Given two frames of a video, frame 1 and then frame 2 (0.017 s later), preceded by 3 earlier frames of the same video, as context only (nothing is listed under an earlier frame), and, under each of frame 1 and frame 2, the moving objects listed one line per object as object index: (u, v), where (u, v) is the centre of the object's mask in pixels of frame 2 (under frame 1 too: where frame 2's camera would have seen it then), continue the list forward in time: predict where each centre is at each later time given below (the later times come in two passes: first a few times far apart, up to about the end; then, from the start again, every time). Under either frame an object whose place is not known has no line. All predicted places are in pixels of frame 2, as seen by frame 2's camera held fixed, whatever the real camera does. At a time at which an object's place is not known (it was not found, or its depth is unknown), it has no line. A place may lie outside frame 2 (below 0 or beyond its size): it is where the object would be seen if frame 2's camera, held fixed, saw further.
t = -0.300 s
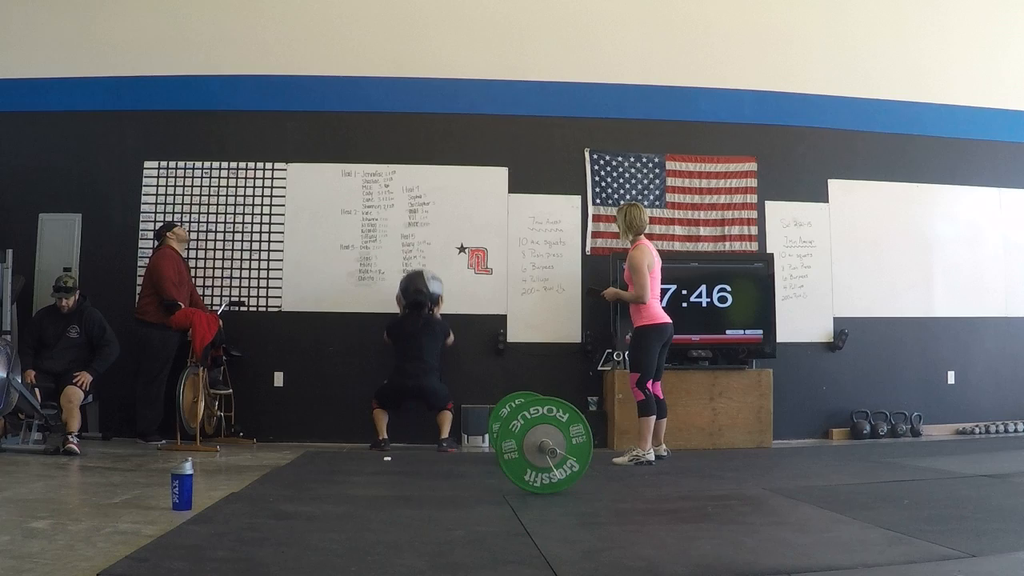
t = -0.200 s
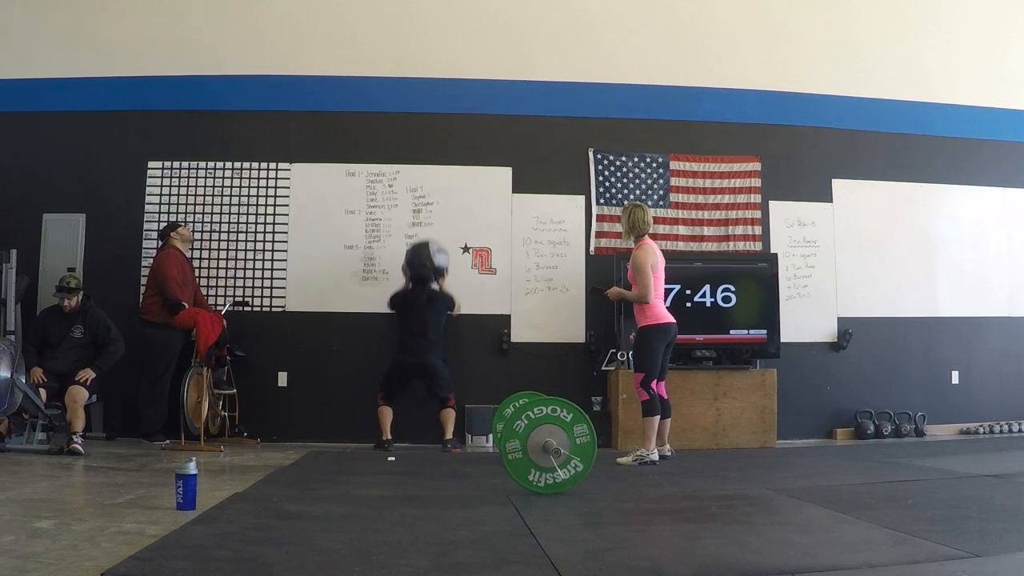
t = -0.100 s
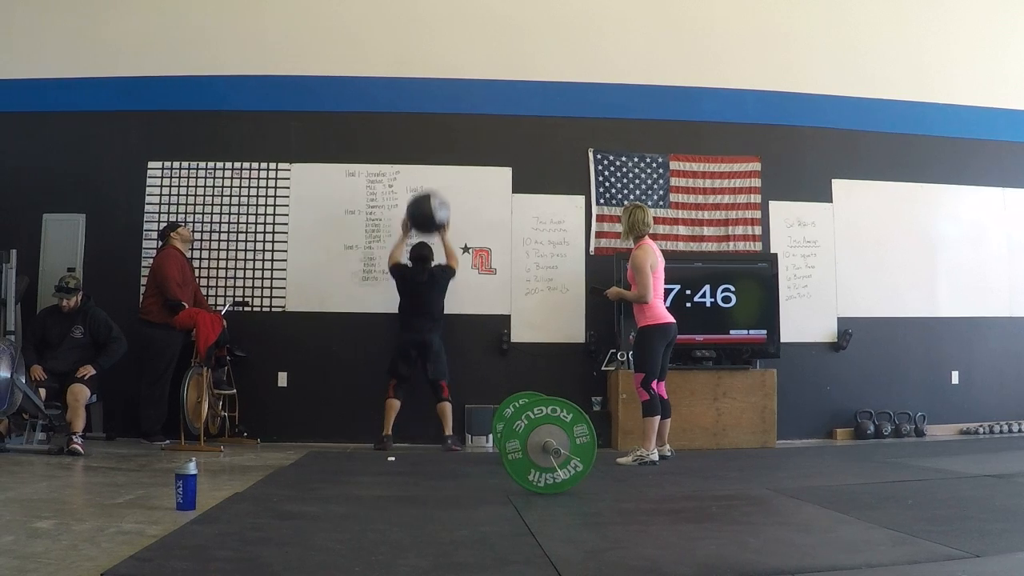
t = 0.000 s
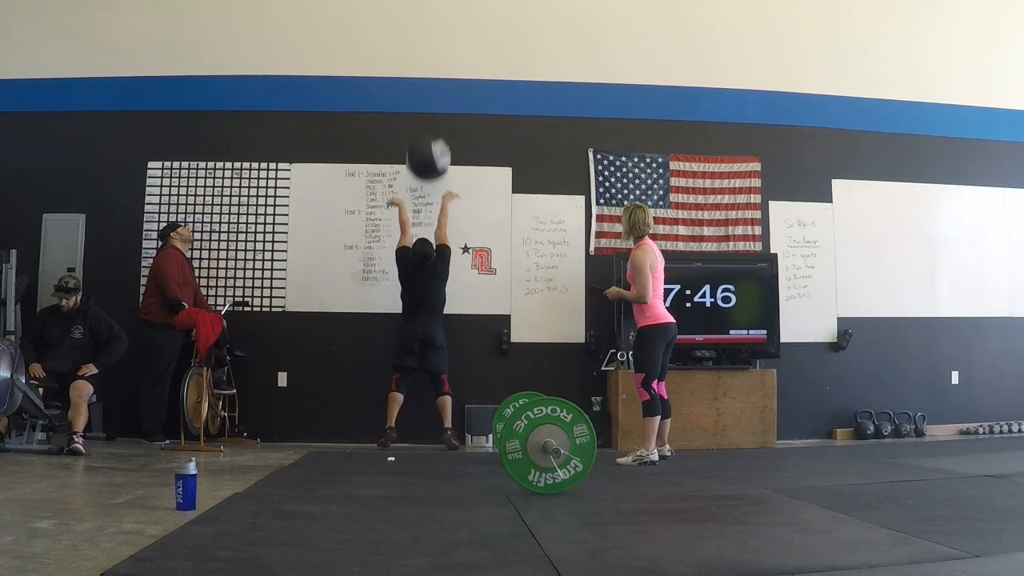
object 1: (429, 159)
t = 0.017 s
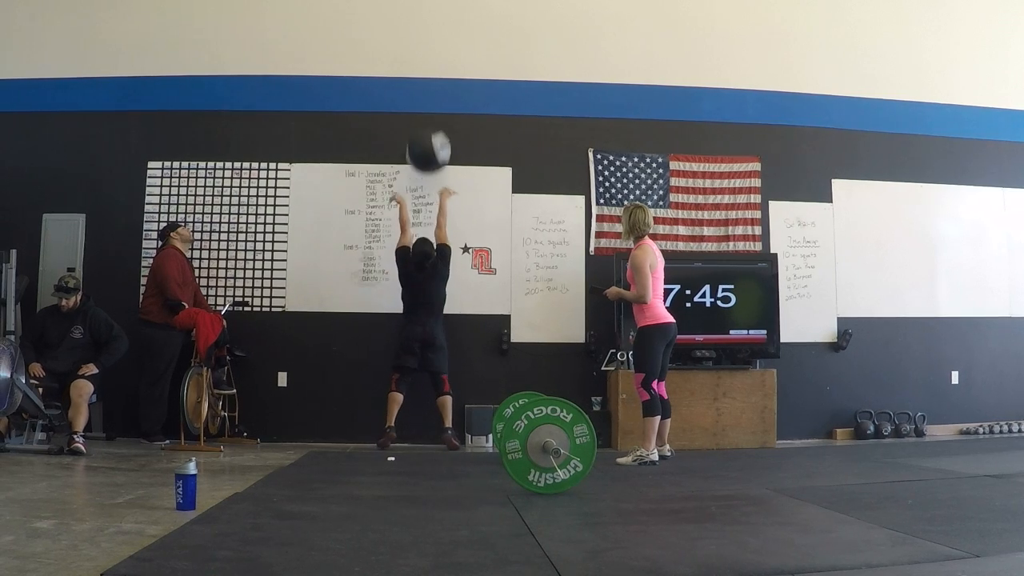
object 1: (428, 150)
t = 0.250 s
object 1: (428, 79)
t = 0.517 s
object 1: (427, 74)
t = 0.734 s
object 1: (424, 131)
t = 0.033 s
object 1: (428, 144)
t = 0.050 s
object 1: (428, 138)
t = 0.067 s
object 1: (428, 132)
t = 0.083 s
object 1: (428, 126)
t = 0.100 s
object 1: (428, 119)
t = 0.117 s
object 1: (428, 114)
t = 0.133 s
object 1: (428, 108)
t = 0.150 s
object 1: (428, 102)
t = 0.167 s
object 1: (428, 98)
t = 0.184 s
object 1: (428, 94)
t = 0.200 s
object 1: (428, 89)
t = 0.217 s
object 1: (428, 86)
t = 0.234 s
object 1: (428, 82)
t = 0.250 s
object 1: (428, 79)
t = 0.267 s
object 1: (428, 77)
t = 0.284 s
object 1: (428, 74)
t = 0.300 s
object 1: (427, 73)
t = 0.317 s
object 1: (427, 71)
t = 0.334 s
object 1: (427, 69)
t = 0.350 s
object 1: (427, 68)
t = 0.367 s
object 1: (427, 68)
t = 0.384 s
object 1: (427, 67)
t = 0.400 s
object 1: (427, 67)
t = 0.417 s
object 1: (427, 67)
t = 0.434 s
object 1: (427, 67)
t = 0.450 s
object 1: (427, 68)
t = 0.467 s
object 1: (427, 69)
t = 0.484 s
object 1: (427, 70)
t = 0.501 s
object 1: (427, 72)
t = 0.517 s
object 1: (427, 74)
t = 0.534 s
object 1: (427, 76)
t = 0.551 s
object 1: (426, 78)
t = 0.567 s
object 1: (426, 81)
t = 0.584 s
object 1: (426, 85)
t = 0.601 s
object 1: (426, 88)
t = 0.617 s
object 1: (426, 92)
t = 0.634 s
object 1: (426, 96)
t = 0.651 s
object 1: (426, 102)
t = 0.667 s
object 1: (425, 107)
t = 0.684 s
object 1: (425, 112)
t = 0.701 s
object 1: (425, 118)
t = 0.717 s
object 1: (425, 124)
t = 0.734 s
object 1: (424, 131)
